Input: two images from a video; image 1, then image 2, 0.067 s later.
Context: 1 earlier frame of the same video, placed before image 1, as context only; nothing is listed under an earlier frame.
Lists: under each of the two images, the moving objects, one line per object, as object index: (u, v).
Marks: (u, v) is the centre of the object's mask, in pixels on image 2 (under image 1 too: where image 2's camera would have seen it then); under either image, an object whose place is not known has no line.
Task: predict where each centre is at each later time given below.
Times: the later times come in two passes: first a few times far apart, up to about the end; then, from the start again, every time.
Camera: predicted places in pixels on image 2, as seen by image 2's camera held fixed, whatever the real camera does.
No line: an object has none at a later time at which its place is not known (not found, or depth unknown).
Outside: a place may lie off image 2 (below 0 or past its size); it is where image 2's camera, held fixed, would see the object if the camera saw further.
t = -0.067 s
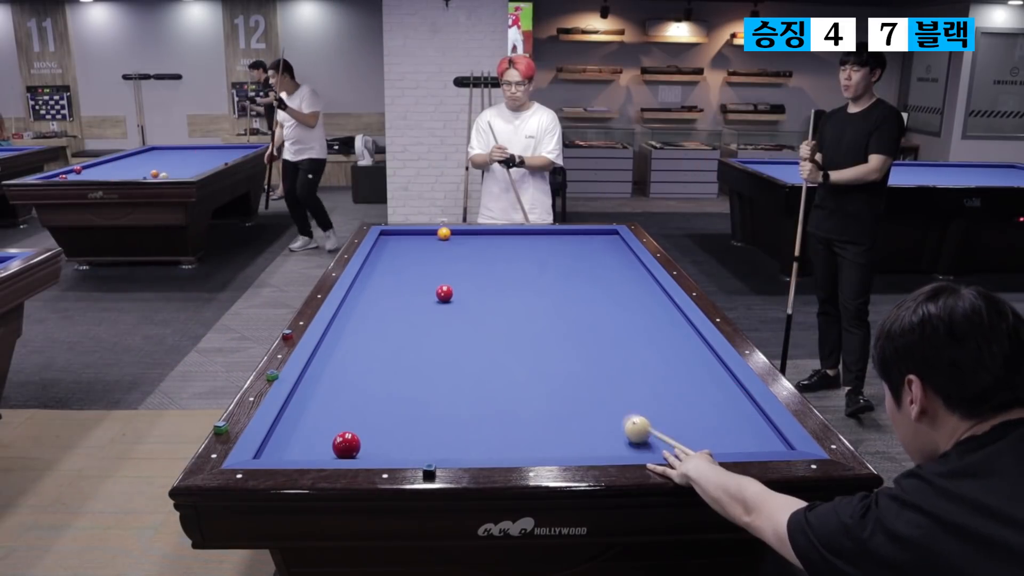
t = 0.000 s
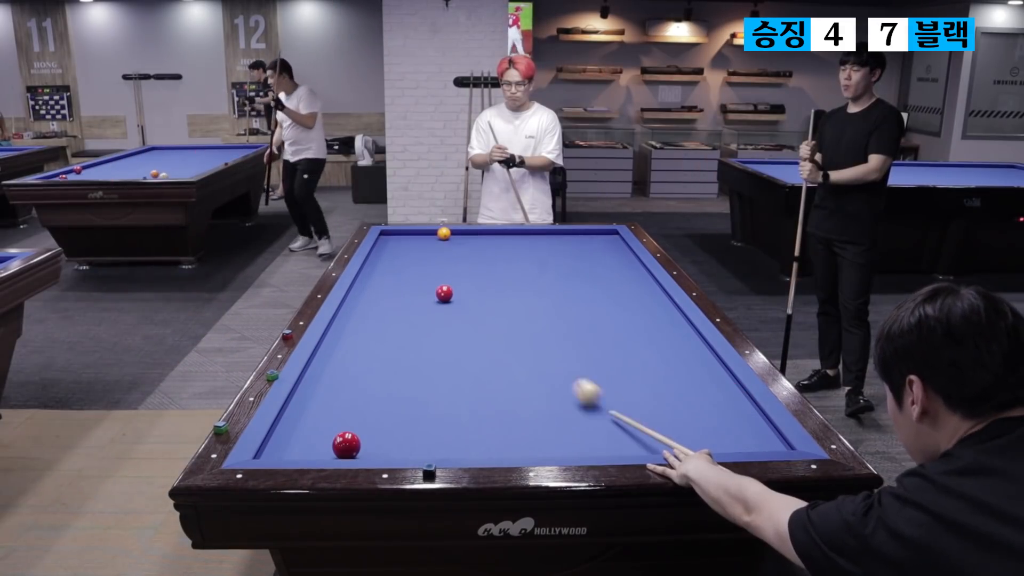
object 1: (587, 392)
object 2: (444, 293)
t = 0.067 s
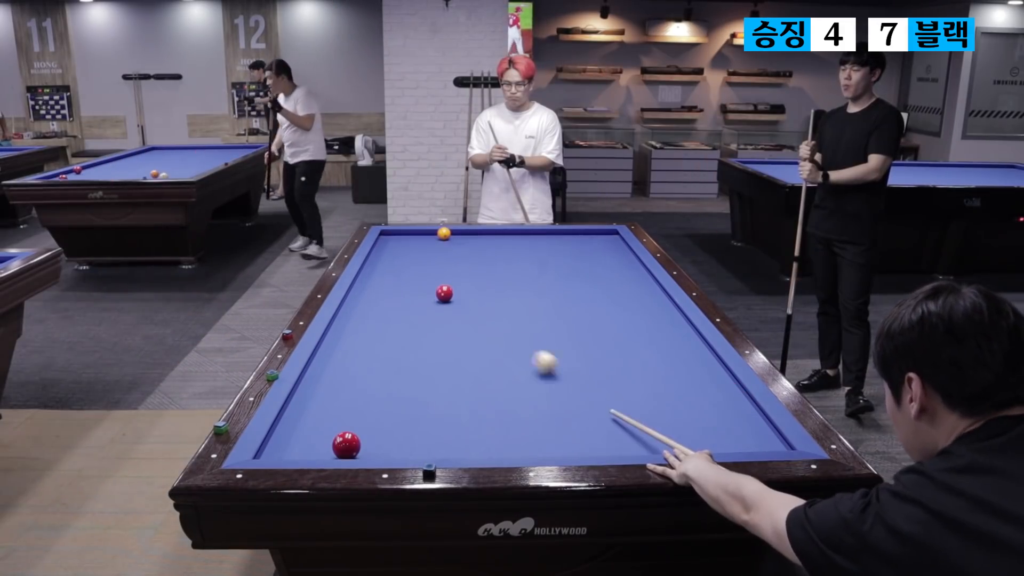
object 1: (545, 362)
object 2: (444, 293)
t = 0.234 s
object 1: (471, 309)
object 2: (444, 293)
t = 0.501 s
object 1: (489, 284)
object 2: (372, 265)
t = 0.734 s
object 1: (505, 266)
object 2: (437, 251)
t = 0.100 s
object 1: (527, 349)
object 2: (444, 293)
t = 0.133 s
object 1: (511, 338)
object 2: (444, 293)
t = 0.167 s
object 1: (497, 327)
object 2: (444, 293)
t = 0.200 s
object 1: (483, 317)
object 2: (444, 293)
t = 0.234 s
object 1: (471, 309)
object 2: (444, 293)
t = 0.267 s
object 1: (461, 301)
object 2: (444, 293)
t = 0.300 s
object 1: (458, 296)
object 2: (438, 290)
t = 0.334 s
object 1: (464, 294)
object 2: (423, 286)
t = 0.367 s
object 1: (470, 292)
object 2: (409, 281)
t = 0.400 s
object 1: (476, 290)
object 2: (396, 277)
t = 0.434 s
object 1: (480, 288)
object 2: (384, 272)
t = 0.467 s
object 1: (485, 286)
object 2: (372, 268)
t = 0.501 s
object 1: (489, 284)
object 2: (372, 265)
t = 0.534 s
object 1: (492, 282)
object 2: (383, 263)
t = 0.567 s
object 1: (495, 279)
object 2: (394, 261)
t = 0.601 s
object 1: (498, 276)
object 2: (404, 259)
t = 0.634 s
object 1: (500, 274)
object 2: (413, 256)
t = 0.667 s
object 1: (501, 271)
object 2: (422, 255)
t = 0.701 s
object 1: (503, 269)
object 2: (430, 253)
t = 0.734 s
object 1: (505, 266)
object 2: (437, 251)
